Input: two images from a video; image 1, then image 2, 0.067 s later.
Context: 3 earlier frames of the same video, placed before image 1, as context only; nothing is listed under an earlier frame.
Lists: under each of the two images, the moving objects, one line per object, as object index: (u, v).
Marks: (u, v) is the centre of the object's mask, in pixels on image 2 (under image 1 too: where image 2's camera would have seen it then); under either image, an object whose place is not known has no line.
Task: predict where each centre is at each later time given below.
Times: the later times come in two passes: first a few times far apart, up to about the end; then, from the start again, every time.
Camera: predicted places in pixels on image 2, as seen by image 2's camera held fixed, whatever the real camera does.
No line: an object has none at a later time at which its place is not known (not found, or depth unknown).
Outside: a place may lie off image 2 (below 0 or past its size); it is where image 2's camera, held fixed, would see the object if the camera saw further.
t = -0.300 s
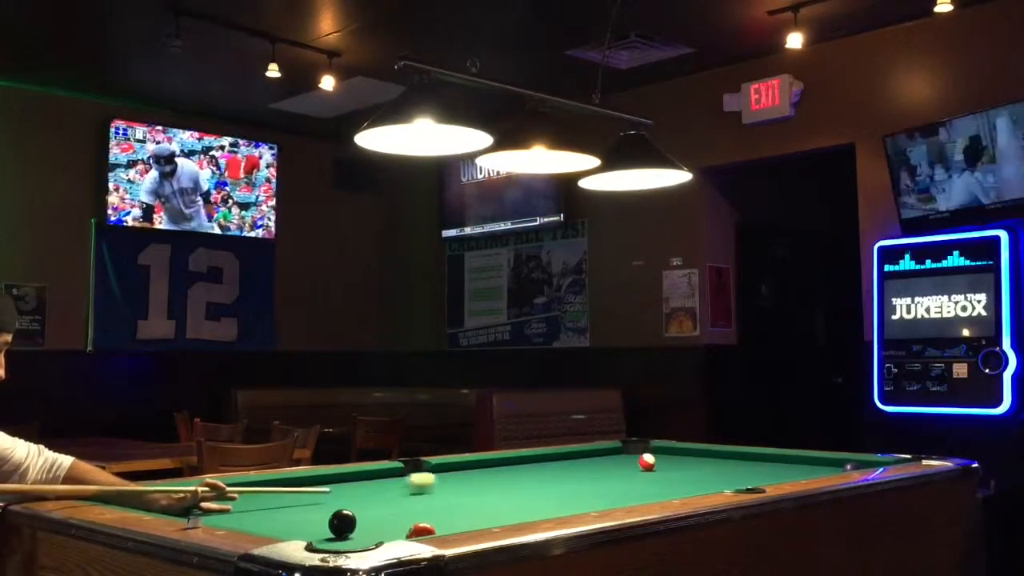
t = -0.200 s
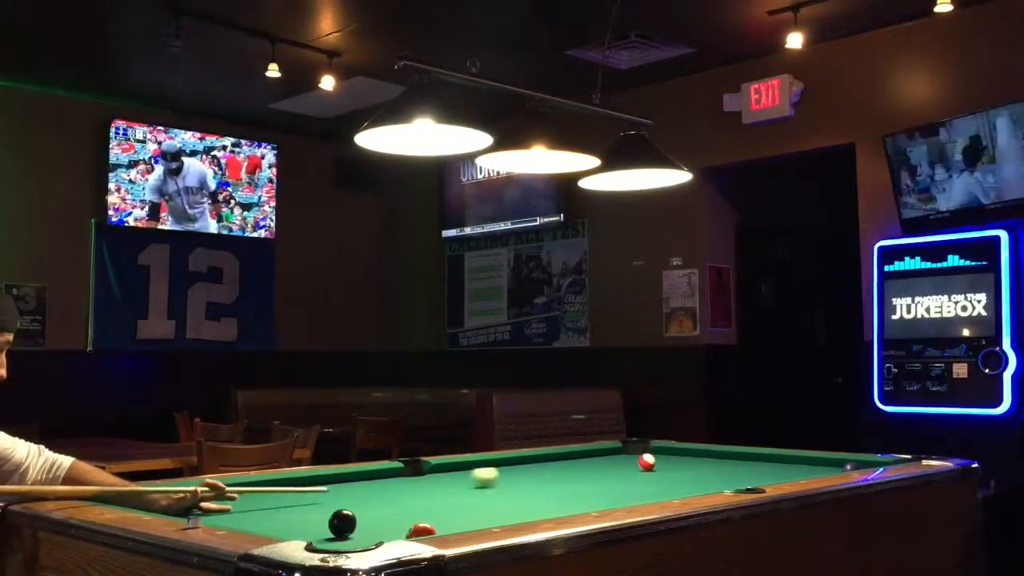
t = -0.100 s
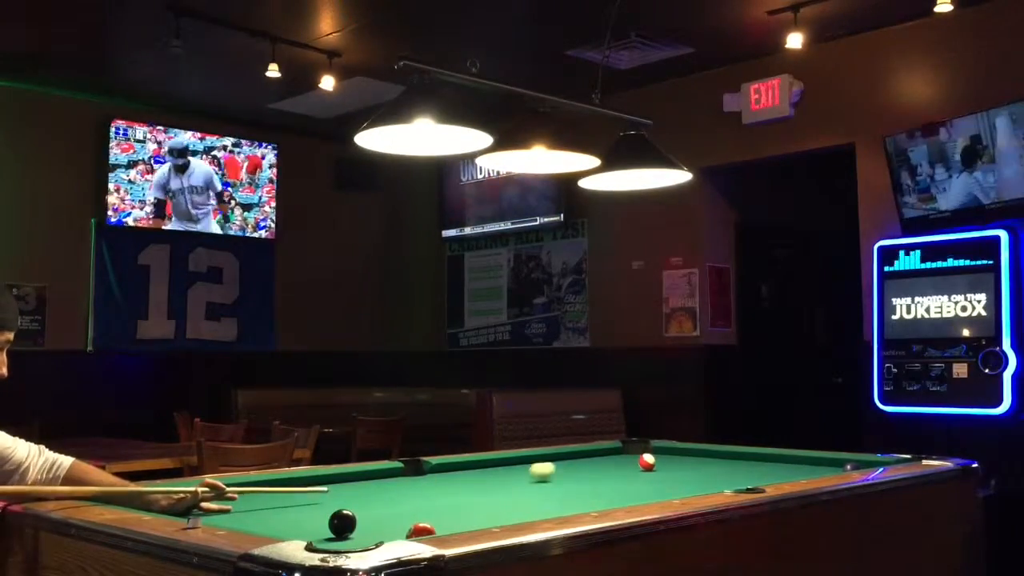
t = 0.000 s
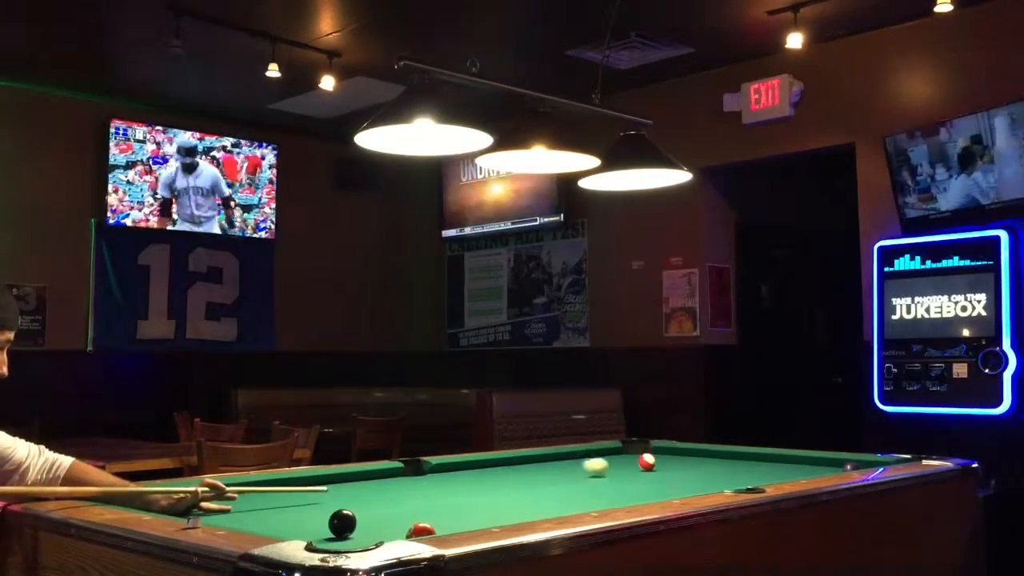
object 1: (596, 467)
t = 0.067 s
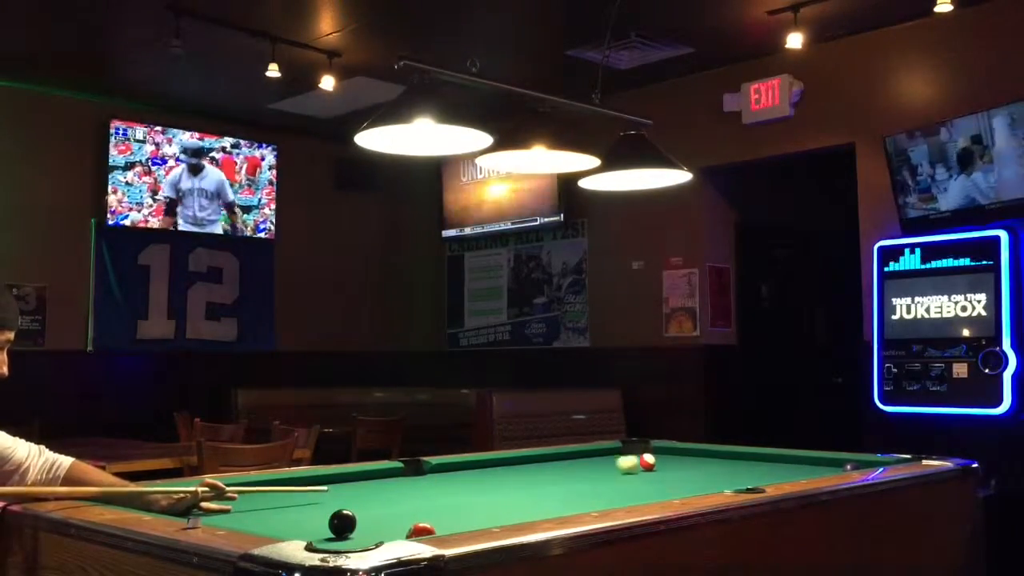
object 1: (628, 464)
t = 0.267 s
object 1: (687, 463)
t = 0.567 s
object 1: (774, 462)
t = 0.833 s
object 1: (846, 460)
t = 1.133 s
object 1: (867, 463)
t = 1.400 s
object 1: (863, 464)
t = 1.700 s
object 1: (827, 467)
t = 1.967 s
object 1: (802, 468)
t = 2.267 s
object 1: (776, 467)
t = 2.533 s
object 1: (755, 467)
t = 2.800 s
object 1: (737, 466)
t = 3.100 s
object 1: (720, 466)
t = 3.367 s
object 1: (707, 466)
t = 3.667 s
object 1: (695, 465)
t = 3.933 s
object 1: (688, 465)
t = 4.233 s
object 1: (681, 465)
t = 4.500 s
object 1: (678, 465)
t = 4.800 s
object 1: (677, 465)
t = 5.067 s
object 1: (677, 465)
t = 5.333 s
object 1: (677, 465)
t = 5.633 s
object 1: (677, 465)
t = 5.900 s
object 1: (677, 465)
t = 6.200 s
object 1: (677, 465)
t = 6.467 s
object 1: (677, 465)
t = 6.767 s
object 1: (677, 465)
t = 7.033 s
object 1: (677, 465)
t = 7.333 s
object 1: (677, 465)
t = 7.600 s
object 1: (677, 465)
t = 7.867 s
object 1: (677, 465)
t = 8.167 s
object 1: (677, 465)
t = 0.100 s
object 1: (643, 463)
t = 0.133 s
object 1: (651, 463)
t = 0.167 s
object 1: (659, 463)
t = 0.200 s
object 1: (668, 463)
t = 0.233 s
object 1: (678, 463)
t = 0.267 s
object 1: (687, 463)
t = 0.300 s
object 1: (697, 463)
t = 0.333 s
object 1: (707, 463)
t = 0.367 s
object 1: (717, 463)
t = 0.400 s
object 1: (727, 463)
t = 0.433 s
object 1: (736, 463)
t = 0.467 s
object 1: (745, 462)
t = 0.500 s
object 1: (755, 462)
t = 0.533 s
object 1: (764, 463)
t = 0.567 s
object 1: (774, 462)
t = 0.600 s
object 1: (783, 462)
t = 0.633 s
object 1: (793, 462)
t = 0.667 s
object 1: (802, 461)
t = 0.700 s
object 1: (810, 462)
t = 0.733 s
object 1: (820, 462)
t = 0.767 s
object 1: (829, 461)
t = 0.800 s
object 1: (837, 462)
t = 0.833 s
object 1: (846, 460)
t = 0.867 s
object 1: (856, 459)
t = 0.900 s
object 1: (859, 460)
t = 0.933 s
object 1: (860, 460)
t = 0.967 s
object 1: (861, 460)
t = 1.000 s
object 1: (862, 461)
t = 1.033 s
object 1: (863, 461)
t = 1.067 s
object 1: (864, 462)
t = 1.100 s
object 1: (865, 462)
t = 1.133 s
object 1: (867, 463)
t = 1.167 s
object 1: (868, 463)
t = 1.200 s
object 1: (869, 463)
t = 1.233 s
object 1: (870, 464)
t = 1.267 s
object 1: (871, 464)
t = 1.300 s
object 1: (872, 464)
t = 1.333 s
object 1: (870, 465)
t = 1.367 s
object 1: (866, 464)
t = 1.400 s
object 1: (863, 464)
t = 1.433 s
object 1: (859, 464)
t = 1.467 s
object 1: (855, 464)
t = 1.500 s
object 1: (848, 464)
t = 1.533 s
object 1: (842, 466)
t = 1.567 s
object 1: (840, 466)
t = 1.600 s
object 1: (837, 466)
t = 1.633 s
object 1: (834, 467)
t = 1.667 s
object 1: (831, 467)
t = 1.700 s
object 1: (827, 467)
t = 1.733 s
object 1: (823, 466)
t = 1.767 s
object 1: (820, 467)
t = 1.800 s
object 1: (817, 467)
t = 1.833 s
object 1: (814, 467)
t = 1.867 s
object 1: (810, 467)
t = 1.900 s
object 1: (807, 466)
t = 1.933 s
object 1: (804, 466)
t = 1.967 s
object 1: (802, 468)
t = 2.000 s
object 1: (799, 468)
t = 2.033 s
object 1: (796, 467)
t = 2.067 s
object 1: (793, 467)
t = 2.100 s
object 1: (790, 468)
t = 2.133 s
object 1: (787, 467)
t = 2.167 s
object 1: (784, 467)
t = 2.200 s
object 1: (781, 467)
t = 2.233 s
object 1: (778, 467)
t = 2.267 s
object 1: (776, 467)
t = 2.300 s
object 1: (773, 467)
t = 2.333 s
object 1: (770, 467)
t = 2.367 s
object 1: (768, 467)
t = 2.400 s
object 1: (765, 467)
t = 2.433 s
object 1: (763, 467)
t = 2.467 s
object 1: (760, 467)
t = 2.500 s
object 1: (757, 467)
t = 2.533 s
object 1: (755, 467)
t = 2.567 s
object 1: (753, 466)
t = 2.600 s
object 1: (750, 467)
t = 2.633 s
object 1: (748, 466)
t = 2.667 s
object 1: (746, 467)
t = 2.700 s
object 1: (743, 466)
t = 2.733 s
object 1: (741, 466)
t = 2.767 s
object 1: (739, 466)
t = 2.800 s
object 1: (737, 466)
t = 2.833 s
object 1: (735, 466)
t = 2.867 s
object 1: (733, 466)
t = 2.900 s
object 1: (731, 466)
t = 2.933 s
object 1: (729, 466)
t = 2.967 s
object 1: (727, 466)
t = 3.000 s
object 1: (725, 466)
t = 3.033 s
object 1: (723, 466)
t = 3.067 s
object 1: (721, 466)
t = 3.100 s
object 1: (720, 466)
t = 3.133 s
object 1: (718, 466)
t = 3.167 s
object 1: (716, 466)
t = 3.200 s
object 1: (714, 466)
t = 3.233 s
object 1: (713, 466)
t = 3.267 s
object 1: (711, 466)
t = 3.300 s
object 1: (710, 466)
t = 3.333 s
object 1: (708, 466)
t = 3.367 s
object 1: (707, 466)
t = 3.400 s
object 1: (705, 465)
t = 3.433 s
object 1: (704, 465)
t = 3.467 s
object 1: (703, 465)
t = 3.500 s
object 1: (701, 466)
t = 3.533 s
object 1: (700, 465)
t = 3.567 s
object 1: (699, 465)
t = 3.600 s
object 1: (698, 465)
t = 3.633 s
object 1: (696, 465)
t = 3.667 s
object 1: (695, 465)
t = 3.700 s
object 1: (694, 465)
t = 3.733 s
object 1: (693, 465)
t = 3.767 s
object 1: (692, 465)
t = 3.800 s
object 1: (691, 465)
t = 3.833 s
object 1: (690, 465)
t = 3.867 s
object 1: (689, 465)
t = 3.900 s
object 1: (688, 465)
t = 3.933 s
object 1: (688, 465)
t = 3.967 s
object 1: (687, 465)
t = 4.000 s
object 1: (686, 465)
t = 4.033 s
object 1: (685, 465)
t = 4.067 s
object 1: (684, 465)
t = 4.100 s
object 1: (684, 465)
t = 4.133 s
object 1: (683, 465)
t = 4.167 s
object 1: (683, 465)
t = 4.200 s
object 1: (682, 465)
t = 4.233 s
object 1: (681, 465)
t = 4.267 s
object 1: (681, 465)
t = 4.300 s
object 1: (681, 465)
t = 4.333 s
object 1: (680, 465)
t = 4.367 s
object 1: (679, 465)
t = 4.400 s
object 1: (679, 465)
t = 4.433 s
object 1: (679, 465)
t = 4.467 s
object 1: (679, 465)
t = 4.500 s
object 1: (678, 465)
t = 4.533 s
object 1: (678, 465)
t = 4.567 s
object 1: (678, 465)
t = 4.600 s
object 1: (677, 465)
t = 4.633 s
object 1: (677, 465)
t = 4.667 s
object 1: (677, 465)
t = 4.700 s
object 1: (677, 465)
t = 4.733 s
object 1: (677, 465)
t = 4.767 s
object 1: (677, 465)
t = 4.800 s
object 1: (677, 465)
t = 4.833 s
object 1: (677, 465)
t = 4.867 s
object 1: (677, 465)
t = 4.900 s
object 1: (677, 465)
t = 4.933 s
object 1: (677, 465)
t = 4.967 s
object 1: (677, 465)
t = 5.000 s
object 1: (677, 465)
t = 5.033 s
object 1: (677, 465)
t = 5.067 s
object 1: (677, 465)
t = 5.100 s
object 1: (677, 465)
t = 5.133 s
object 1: (677, 465)
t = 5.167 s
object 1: (677, 465)
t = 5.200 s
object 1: (677, 465)
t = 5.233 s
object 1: (677, 465)
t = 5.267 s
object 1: (677, 465)
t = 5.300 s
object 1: (677, 465)
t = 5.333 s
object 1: (677, 465)
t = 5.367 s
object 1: (677, 465)
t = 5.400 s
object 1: (677, 465)
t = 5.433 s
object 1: (677, 465)
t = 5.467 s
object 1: (677, 465)
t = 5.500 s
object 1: (677, 465)
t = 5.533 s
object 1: (677, 465)
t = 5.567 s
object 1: (677, 465)
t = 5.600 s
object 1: (677, 465)
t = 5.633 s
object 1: (677, 465)
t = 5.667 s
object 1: (677, 465)
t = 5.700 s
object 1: (677, 465)
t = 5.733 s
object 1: (677, 465)
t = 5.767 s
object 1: (677, 465)
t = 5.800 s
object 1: (677, 465)
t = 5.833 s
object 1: (677, 465)
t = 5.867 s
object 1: (677, 465)
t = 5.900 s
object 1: (677, 465)
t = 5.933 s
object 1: (677, 465)
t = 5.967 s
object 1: (677, 465)
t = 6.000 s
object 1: (677, 465)
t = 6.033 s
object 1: (677, 465)
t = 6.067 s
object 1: (677, 465)
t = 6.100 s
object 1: (677, 465)
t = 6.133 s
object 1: (677, 465)
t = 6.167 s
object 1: (677, 465)
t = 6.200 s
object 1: (677, 465)
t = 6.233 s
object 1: (677, 465)
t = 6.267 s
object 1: (677, 465)
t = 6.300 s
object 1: (677, 465)
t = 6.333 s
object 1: (677, 465)
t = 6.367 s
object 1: (677, 465)
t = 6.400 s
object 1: (677, 465)
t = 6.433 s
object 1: (677, 465)
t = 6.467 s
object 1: (677, 465)
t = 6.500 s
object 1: (677, 465)
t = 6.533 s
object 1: (677, 465)
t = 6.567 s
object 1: (677, 465)
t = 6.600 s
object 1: (677, 465)
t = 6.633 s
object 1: (677, 465)
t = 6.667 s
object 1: (677, 465)
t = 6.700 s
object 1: (677, 465)
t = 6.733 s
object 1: (677, 465)
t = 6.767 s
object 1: (677, 465)
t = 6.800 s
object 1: (677, 465)
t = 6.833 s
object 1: (677, 465)
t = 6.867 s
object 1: (677, 465)
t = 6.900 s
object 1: (677, 465)
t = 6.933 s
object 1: (677, 465)
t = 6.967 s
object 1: (677, 465)
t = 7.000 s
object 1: (677, 465)
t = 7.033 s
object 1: (677, 465)
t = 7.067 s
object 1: (677, 465)
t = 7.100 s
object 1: (677, 465)
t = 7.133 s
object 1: (677, 465)
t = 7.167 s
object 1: (677, 465)
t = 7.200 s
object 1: (677, 465)
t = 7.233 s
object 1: (677, 465)
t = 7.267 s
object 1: (677, 465)
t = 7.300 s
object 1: (677, 465)
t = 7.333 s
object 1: (677, 465)
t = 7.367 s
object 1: (677, 465)
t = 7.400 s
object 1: (677, 465)
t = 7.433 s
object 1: (677, 465)
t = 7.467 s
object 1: (677, 465)
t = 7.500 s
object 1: (677, 465)
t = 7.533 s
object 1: (677, 465)
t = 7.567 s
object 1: (677, 465)
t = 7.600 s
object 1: (677, 465)
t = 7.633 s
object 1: (677, 465)
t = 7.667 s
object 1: (677, 465)
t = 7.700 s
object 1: (677, 465)
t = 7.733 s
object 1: (677, 465)
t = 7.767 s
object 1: (677, 465)
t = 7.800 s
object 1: (677, 465)
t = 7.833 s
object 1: (677, 465)
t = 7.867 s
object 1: (677, 465)
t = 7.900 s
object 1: (677, 465)
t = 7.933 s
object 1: (677, 465)
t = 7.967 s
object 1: (677, 465)
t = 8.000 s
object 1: (677, 465)
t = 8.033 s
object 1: (677, 465)
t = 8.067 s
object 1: (677, 465)
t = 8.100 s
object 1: (677, 465)
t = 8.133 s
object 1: (677, 465)
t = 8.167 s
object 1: (677, 465)
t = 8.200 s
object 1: (677, 465)
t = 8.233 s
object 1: (677, 465)
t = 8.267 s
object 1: (677, 465)
